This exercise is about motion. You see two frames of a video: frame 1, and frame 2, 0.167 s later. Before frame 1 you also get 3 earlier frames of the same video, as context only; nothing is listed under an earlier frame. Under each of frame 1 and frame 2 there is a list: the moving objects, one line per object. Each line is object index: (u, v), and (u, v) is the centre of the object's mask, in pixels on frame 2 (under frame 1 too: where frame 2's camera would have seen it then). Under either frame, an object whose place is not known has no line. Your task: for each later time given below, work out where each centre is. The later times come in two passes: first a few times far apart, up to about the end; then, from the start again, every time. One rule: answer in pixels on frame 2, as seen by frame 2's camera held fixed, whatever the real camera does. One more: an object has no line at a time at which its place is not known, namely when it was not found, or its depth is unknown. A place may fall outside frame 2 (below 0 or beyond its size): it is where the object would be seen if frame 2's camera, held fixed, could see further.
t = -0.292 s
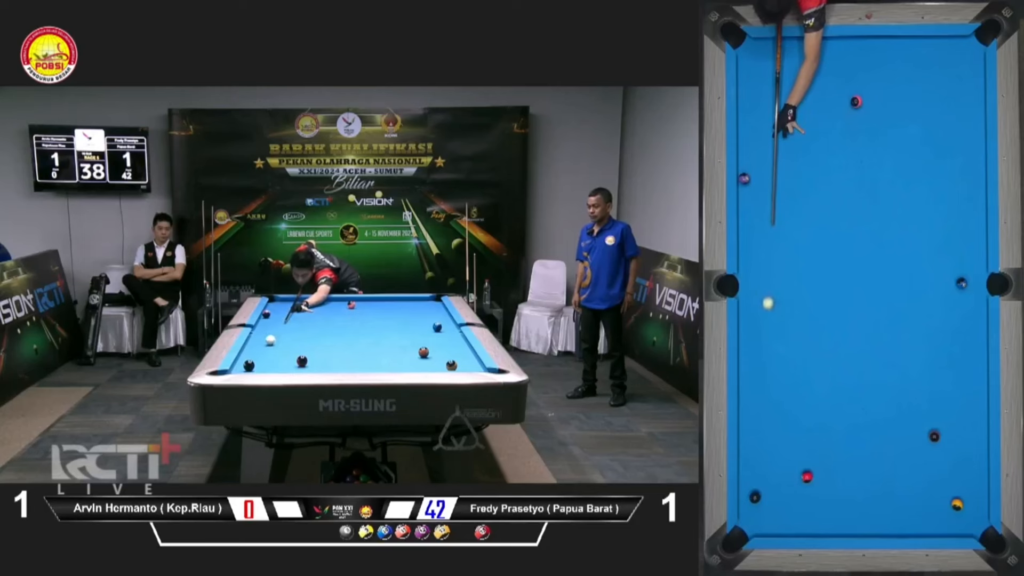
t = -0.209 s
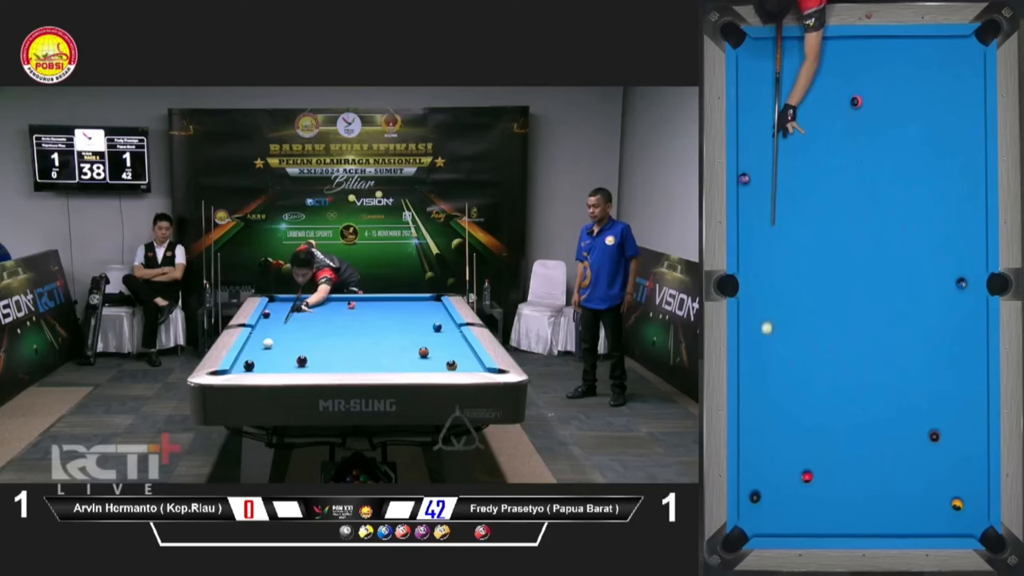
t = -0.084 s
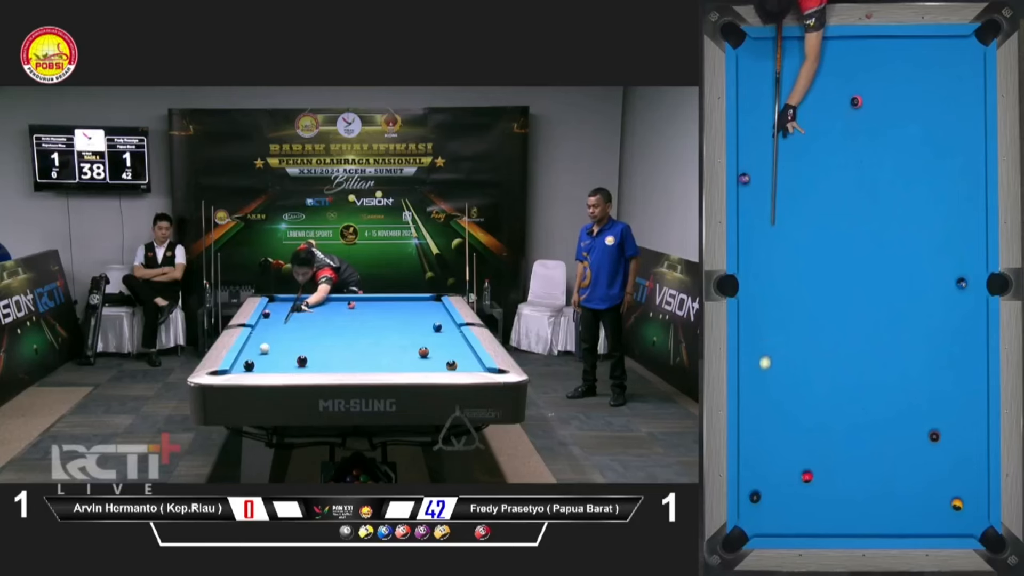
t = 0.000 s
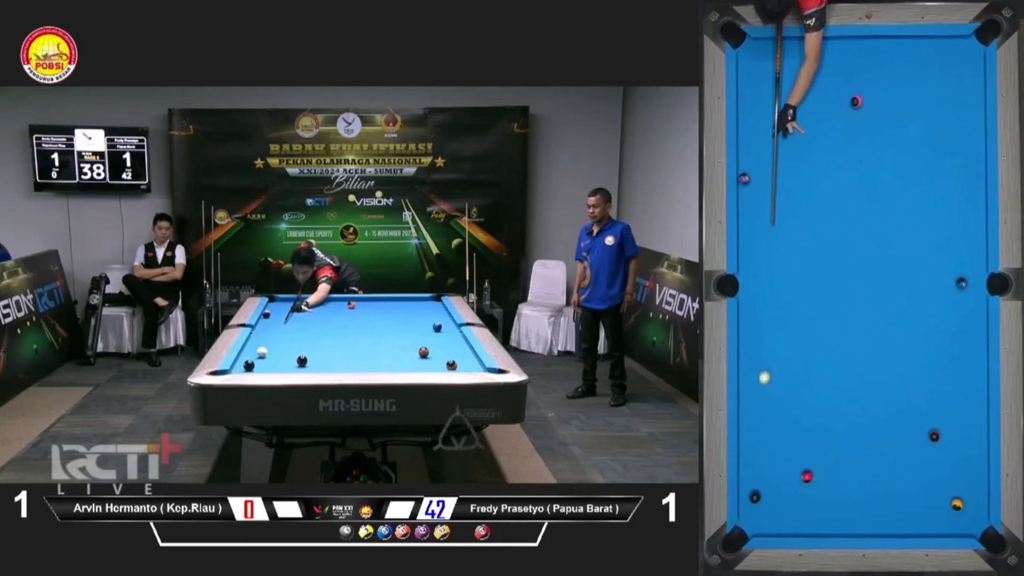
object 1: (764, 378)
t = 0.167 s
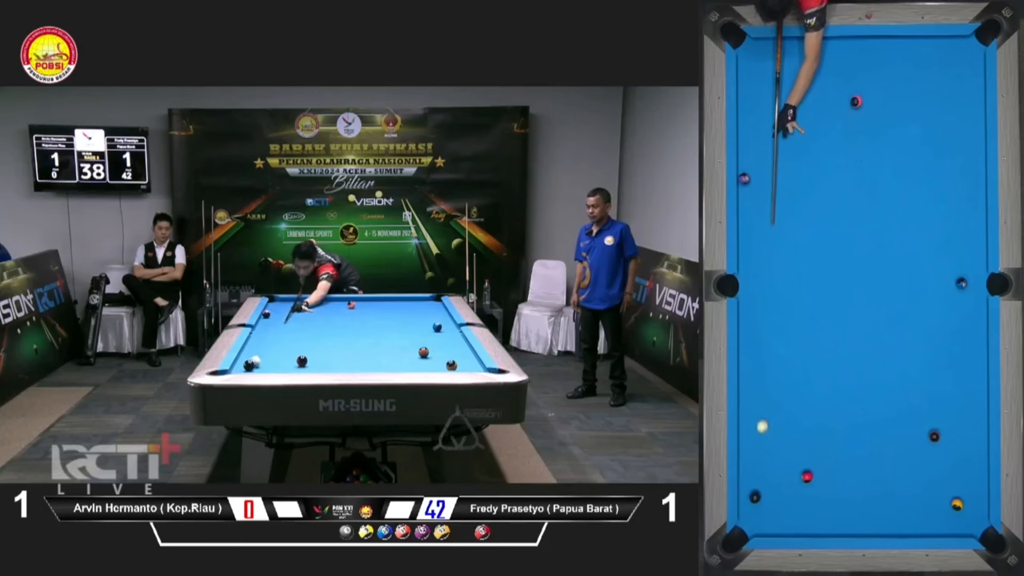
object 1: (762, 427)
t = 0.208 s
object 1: (761, 446)
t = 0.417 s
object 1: (759, 484)
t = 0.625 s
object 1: (772, 503)
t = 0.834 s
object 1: (779, 515)
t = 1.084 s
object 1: (792, 527)
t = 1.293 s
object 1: (796, 519)
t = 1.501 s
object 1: (803, 507)
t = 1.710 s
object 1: (807, 500)
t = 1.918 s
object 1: (812, 489)
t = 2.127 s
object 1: (818, 481)
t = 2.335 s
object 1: (824, 475)
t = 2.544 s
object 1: (828, 470)
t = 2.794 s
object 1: (833, 465)
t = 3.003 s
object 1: (839, 459)
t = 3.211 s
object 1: (842, 456)
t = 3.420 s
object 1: (845, 452)
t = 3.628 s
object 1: (848, 449)
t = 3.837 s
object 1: (850, 447)
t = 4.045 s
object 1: (853, 445)
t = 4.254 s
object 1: (855, 443)
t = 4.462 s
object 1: (856, 442)
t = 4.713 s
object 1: (857, 441)
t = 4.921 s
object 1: (857, 440)
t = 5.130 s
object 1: (857, 441)
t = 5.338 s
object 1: (857, 441)
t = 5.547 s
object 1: (857, 441)
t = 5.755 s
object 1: (857, 441)
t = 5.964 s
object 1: (857, 441)
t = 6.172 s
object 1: (857, 441)
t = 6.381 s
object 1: (857, 440)
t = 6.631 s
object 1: (857, 440)
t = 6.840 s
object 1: (857, 441)
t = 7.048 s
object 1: (857, 441)
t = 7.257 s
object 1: (857, 441)
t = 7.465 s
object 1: (857, 441)
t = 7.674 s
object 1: (857, 441)
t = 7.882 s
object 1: (857, 441)
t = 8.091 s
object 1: (857, 441)
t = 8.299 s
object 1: (857, 440)
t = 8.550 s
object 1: (857, 440)
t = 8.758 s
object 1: (857, 440)
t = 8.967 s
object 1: (857, 440)
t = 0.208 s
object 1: (761, 446)
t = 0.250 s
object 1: (761, 451)
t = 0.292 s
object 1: (761, 460)
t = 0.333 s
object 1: (760, 470)
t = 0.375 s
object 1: (760, 475)
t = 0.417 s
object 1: (759, 484)
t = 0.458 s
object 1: (761, 488)
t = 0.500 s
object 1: (762, 489)
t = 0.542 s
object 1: (767, 495)
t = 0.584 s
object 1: (768, 496)
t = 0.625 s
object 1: (772, 503)
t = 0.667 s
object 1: (773, 504)
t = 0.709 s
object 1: (774, 507)
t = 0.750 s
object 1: (776, 511)
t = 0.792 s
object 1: (777, 512)
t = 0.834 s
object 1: (779, 515)
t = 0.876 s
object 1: (781, 518)
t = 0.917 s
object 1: (782, 520)
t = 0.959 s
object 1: (786, 526)
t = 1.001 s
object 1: (791, 531)
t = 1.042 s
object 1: (791, 530)
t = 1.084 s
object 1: (792, 527)
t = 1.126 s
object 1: (793, 525)
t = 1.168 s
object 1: (794, 525)
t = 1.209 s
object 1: (795, 522)
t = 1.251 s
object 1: (796, 520)
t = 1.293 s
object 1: (796, 519)
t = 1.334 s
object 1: (798, 515)
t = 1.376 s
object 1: (799, 514)
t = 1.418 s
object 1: (801, 510)
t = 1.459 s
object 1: (802, 509)
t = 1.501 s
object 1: (803, 507)
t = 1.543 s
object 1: (803, 505)
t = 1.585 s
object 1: (804, 504)
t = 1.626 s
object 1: (805, 503)
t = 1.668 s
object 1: (806, 501)
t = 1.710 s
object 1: (807, 500)
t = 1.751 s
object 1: (808, 496)
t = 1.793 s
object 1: (809, 495)
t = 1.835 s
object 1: (811, 492)
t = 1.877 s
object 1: (811, 491)
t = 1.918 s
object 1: (812, 489)
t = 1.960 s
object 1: (813, 488)
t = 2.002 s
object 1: (815, 485)
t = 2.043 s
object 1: (816, 484)
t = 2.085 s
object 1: (816, 483)
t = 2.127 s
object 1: (818, 481)
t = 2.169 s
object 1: (819, 480)
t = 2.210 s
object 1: (821, 478)
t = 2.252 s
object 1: (822, 477)
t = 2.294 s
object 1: (823, 476)
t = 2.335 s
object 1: (824, 475)
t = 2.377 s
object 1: (824, 475)
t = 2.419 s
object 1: (825, 474)
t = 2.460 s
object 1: (826, 472)
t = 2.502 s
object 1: (827, 472)
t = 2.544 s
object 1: (828, 470)
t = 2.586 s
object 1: (829, 469)
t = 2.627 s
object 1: (831, 467)
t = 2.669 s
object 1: (831, 467)
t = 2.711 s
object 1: (832, 466)
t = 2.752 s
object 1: (833, 465)
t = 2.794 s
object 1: (833, 465)
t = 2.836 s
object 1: (834, 464)
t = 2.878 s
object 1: (835, 463)
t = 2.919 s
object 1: (836, 462)
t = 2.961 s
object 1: (837, 460)
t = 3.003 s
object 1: (839, 459)
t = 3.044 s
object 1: (839, 458)
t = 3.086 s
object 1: (840, 458)
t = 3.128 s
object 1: (840, 457)
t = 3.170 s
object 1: (841, 456)
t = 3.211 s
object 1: (842, 456)
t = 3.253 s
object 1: (842, 455)
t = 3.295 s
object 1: (843, 455)
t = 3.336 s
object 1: (844, 453)
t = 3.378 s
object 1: (844, 453)
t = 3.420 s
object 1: (845, 452)
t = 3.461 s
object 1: (846, 452)
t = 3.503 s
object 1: (846, 451)
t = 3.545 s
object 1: (847, 450)
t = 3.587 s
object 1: (847, 450)
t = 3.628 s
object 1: (848, 449)
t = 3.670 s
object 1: (848, 449)
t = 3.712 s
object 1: (848, 449)
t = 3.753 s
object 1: (849, 448)
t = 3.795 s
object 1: (850, 447)
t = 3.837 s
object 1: (850, 447)
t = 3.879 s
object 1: (851, 446)
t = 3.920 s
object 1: (851, 446)
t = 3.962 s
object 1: (852, 445)
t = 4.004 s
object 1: (852, 445)
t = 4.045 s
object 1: (853, 445)
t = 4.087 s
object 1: (853, 444)
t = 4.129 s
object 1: (853, 444)
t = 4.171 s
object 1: (854, 444)
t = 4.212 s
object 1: (854, 443)
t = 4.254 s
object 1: (855, 443)
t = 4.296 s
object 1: (855, 442)
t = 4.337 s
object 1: (855, 442)
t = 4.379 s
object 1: (855, 442)
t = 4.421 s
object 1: (855, 442)
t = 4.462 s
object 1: (856, 442)
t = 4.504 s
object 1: (856, 441)
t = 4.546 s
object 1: (856, 441)
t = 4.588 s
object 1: (856, 441)
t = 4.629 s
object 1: (857, 441)
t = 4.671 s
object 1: (857, 441)
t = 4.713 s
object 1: (857, 441)
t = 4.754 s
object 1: (857, 441)
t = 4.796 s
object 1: (857, 440)
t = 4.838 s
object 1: (857, 440)
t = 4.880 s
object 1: (857, 440)
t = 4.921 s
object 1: (857, 440)
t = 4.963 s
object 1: (857, 440)
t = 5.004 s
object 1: (857, 440)
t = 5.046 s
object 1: (857, 440)
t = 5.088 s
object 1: (857, 441)
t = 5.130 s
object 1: (857, 441)
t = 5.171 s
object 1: (857, 441)
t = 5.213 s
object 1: (857, 441)
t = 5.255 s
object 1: (857, 441)
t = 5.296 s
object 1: (857, 441)
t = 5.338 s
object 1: (857, 441)
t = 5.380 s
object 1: (857, 441)
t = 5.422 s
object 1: (857, 441)
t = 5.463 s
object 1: (857, 441)
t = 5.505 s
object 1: (857, 441)
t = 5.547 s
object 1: (857, 441)
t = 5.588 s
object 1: (857, 441)
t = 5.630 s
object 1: (857, 441)
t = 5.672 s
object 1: (857, 441)
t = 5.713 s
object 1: (857, 441)
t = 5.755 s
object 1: (857, 441)
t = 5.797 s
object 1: (857, 441)
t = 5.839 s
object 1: (857, 441)
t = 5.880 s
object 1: (857, 441)
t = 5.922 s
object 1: (857, 441)
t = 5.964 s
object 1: (857, 441)
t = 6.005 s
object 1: (857, 441)
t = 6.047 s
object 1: (857, 441)
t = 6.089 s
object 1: (857, 441)
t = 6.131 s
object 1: (857, 441)
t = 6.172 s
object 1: (857, 441)
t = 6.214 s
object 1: (857, 440)
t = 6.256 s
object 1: (857, 441)
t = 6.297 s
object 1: (857, 440)
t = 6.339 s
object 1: (857, 440)
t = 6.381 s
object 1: (857, 440)
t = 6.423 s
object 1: (857, 440)
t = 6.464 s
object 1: (857, 440)
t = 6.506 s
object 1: (857, 440)
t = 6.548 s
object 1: (857, 440)
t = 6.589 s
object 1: (857, 441)
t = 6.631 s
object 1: (857, 440)
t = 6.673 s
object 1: (857, 440)
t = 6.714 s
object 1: (857, 440)
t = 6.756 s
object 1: (857, 440)
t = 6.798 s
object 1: (857, 440)
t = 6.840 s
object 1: (857, 441)
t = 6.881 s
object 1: (857, 440)
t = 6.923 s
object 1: (857, 440)
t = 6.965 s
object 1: (857, 440)
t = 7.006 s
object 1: (857, 440)
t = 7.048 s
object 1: (857, 441)
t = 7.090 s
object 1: (857, 441)
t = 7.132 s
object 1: (857, 441)
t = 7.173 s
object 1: (857, 441)
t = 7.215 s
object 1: (857, 441)
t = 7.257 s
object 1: (857, 441)
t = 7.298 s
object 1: (857, 441)
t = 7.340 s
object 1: (857, 441)
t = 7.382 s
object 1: (857, 441)
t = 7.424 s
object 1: (857, 441)
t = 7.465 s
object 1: (857, 441)
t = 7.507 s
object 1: (857, 441)
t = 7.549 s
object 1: (857, 441)
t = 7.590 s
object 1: (857, 441)
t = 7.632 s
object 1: (857, 441)
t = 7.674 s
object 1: (857, 441)
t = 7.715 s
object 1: (857, 441)
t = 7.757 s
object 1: (857, 441)
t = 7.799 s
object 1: (857, 441)
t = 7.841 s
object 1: (857, 441)
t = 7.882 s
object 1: (857, 441)
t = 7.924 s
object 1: (857, 440)
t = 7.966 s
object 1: (857, 441)
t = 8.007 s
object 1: (857, 441)
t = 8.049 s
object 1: (857, 441)
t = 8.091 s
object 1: (857, 441)
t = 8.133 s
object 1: (857, 440)
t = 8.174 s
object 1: (857, 440)
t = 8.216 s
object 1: (857, 440)
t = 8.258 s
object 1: (857, 440)
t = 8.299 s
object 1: (857, 440)
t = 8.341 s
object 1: (857, 440)
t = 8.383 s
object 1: (857, 440)
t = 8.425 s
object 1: (857, 440)
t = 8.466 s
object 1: (857, 440)
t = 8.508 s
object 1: (857, 441)
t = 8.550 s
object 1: (857, 440)
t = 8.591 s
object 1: (857, 441)
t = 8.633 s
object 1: (857, 440)
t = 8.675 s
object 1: (857, 440)
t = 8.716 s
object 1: (857, 440)
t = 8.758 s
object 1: (857, 440)
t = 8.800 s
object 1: (857, 441)
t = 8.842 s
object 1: (857, 440)
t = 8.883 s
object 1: (857, 440)
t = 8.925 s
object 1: (857, 440)
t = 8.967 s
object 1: (857, 440)
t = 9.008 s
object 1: (857, 440)
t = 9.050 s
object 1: (857, 440)
